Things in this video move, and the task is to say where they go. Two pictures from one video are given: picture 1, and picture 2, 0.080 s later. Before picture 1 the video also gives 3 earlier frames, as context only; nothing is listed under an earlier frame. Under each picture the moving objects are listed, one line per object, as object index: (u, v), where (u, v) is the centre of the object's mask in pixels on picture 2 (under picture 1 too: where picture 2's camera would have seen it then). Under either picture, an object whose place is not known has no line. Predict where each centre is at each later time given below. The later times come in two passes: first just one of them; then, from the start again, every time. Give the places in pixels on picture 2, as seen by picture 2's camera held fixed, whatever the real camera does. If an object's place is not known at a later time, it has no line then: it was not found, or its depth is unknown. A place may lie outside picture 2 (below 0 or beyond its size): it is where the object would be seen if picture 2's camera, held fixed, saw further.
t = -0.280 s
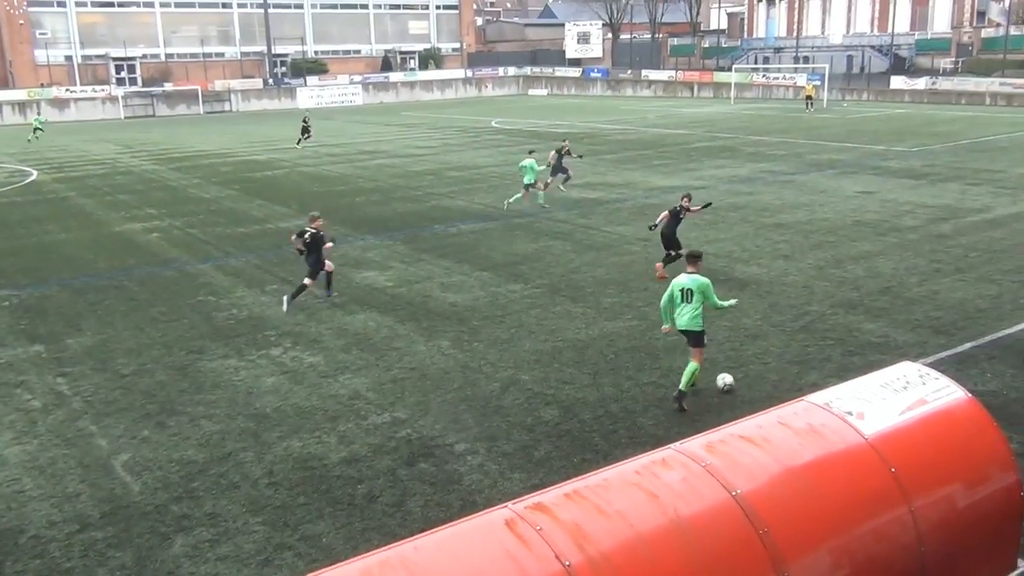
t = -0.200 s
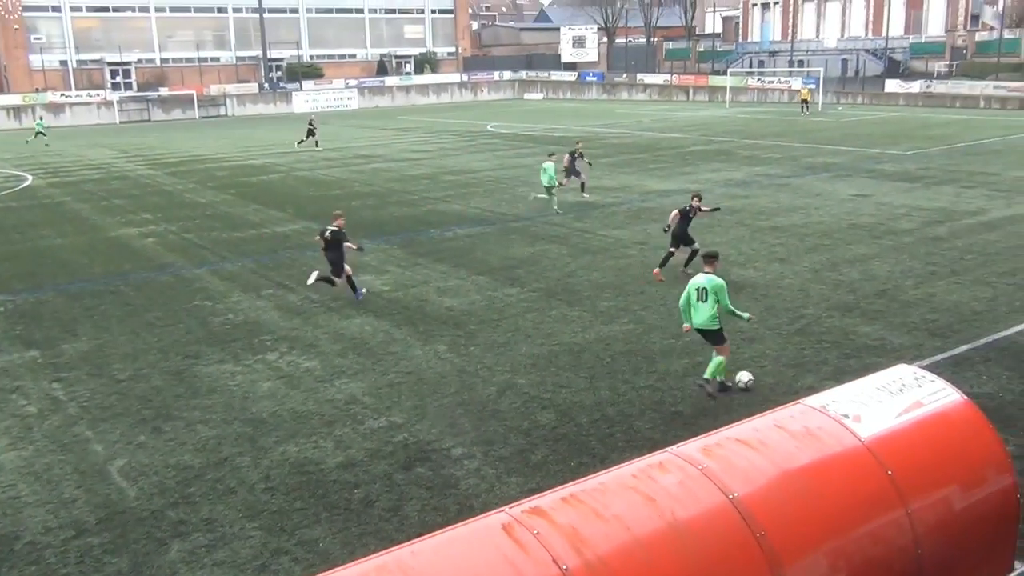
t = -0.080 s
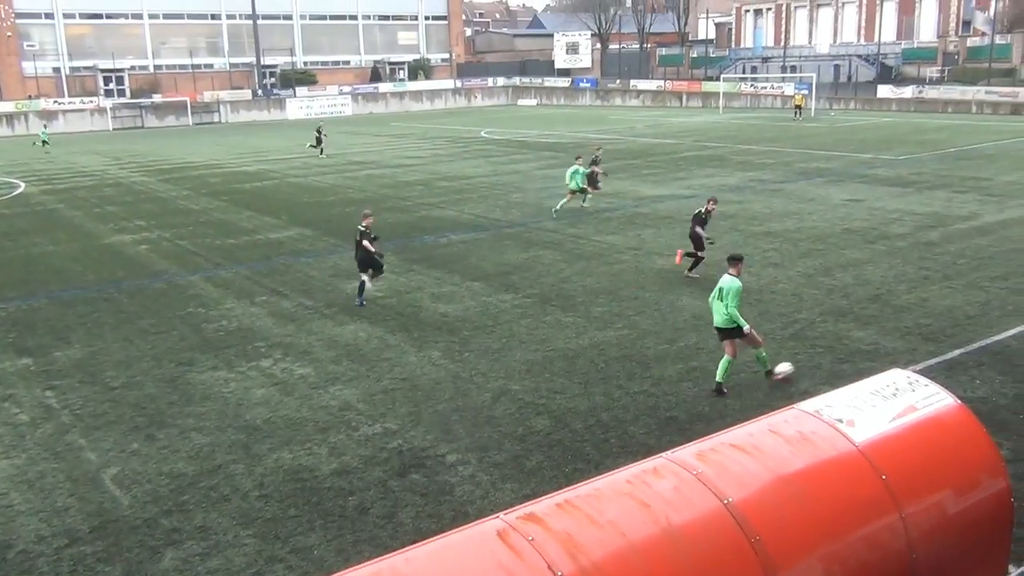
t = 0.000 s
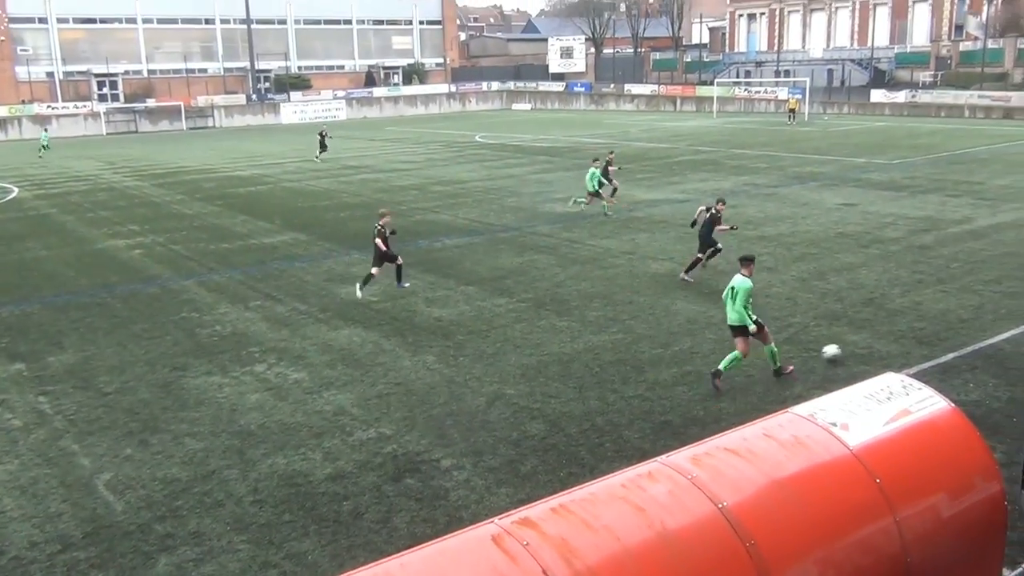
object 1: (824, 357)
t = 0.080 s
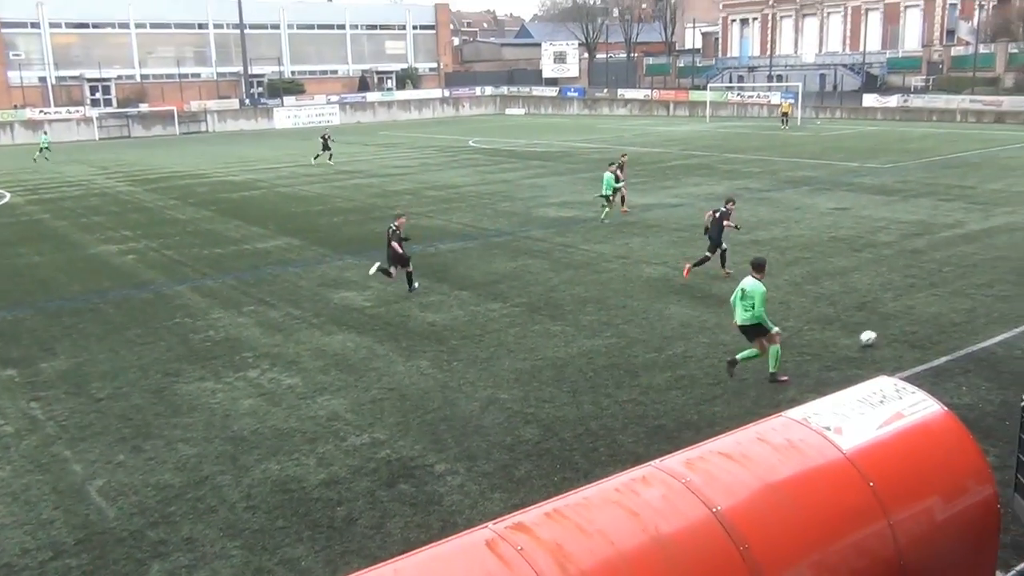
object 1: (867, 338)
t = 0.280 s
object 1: (950, 302)
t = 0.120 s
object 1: (887, 328)
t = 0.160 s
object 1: (904, 318)
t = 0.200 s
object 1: (921, 311)
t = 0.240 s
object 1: (936, 306)
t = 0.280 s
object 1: (950, 302)
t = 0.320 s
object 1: (962, 294)
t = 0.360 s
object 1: (973, 286)
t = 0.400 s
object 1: (984, 278)
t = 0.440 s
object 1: (995, 273)
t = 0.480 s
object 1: (1006, 269)
